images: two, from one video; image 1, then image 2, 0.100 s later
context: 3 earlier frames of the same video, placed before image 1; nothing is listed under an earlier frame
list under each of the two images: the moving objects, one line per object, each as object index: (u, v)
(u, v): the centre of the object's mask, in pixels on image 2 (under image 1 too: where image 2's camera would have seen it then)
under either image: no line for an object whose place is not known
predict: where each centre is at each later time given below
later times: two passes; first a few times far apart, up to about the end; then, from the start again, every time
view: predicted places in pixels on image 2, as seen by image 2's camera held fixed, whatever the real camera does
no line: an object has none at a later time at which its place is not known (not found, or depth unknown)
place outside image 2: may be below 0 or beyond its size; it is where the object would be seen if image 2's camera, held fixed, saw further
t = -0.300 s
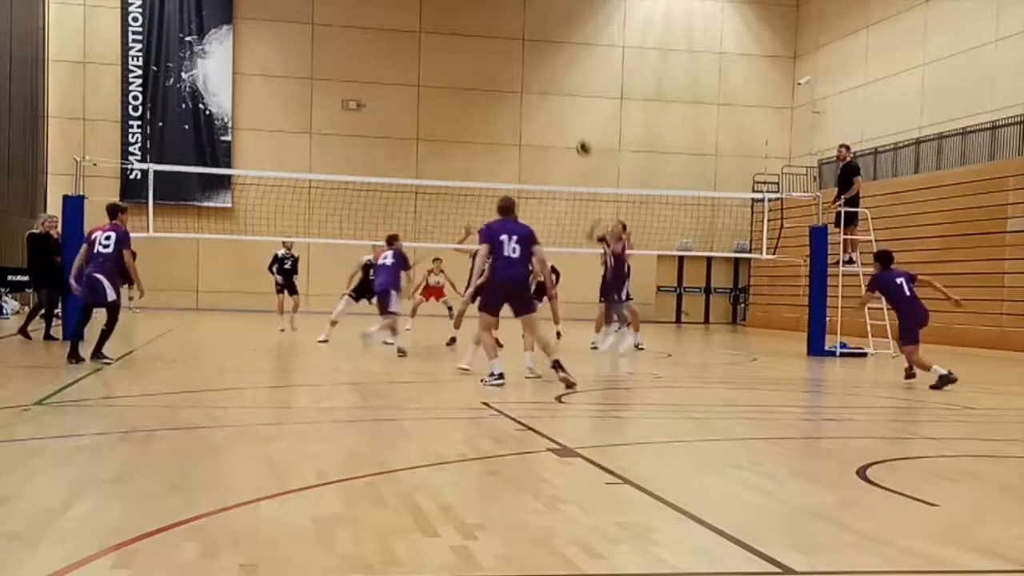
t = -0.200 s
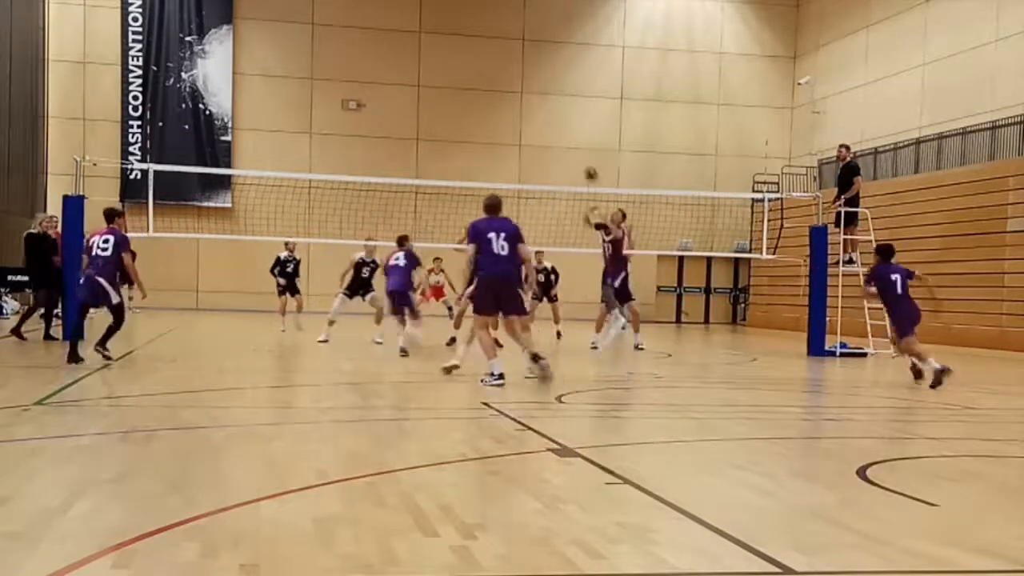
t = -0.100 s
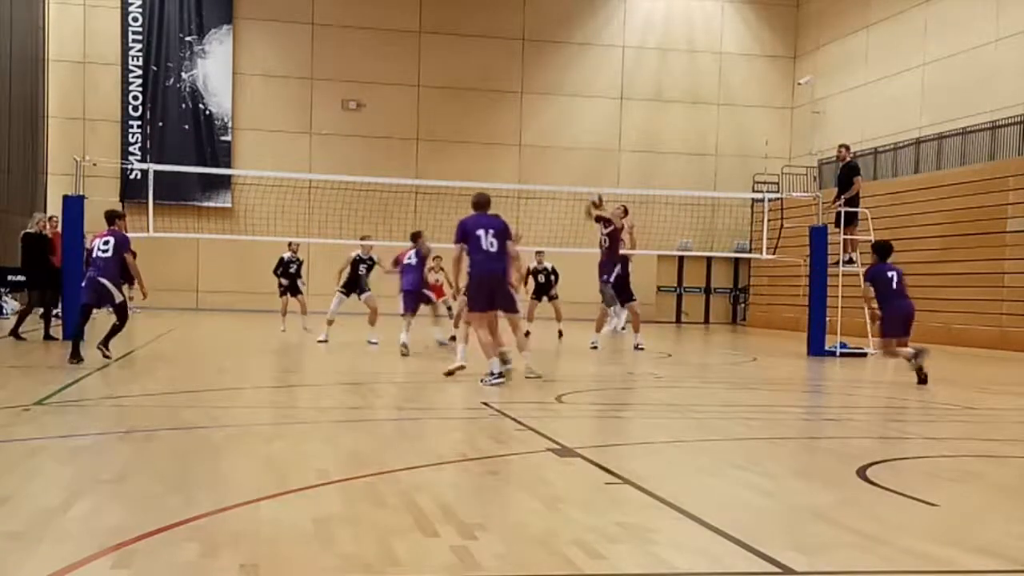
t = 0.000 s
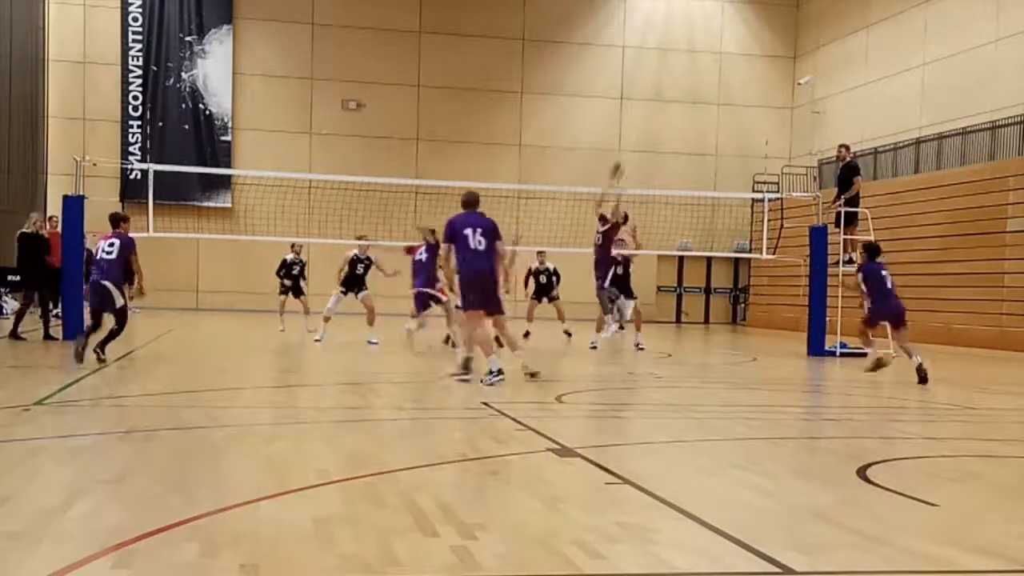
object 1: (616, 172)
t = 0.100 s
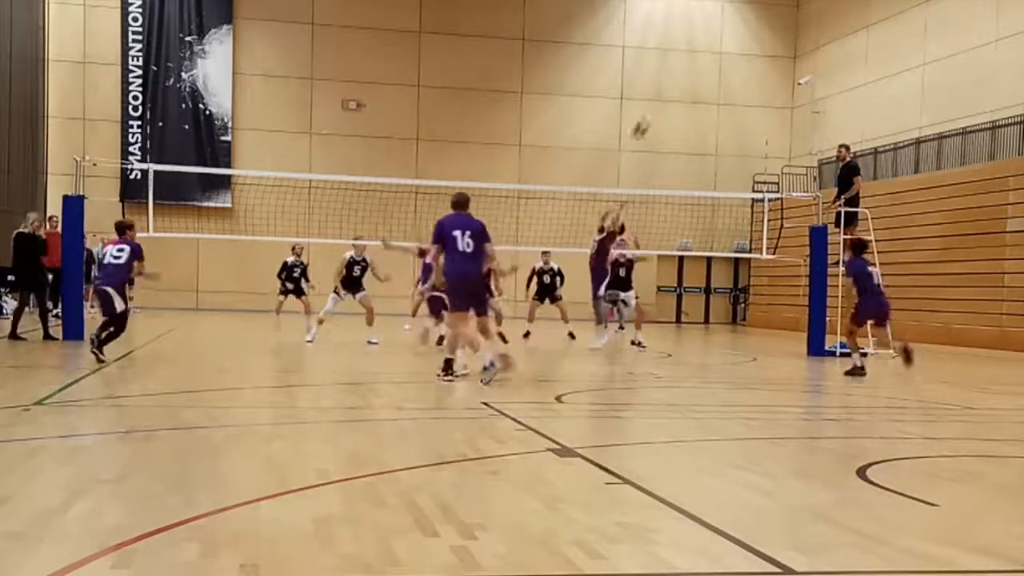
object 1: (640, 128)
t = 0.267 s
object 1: (676, 81)
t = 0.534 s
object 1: (731, 49)
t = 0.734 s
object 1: (769, 59)
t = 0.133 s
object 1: (648, 116)
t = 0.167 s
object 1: (655, 107)
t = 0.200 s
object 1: (662, 97)
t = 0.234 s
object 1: (670, 88)
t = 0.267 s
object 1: (676, 81)
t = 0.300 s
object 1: (684, 75)
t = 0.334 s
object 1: (690, 69)
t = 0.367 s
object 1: (697, 64)
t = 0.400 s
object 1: (704, 59)
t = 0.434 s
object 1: (711, 55)
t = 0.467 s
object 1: (718, 53)
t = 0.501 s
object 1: (724, 51)
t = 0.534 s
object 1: (731, 49)
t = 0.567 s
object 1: (738, 49)
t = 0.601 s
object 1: (744, 49)
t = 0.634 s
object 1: (750, 51)
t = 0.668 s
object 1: (757, 53)
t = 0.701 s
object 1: (762, 57)
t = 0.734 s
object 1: (769, 59)
